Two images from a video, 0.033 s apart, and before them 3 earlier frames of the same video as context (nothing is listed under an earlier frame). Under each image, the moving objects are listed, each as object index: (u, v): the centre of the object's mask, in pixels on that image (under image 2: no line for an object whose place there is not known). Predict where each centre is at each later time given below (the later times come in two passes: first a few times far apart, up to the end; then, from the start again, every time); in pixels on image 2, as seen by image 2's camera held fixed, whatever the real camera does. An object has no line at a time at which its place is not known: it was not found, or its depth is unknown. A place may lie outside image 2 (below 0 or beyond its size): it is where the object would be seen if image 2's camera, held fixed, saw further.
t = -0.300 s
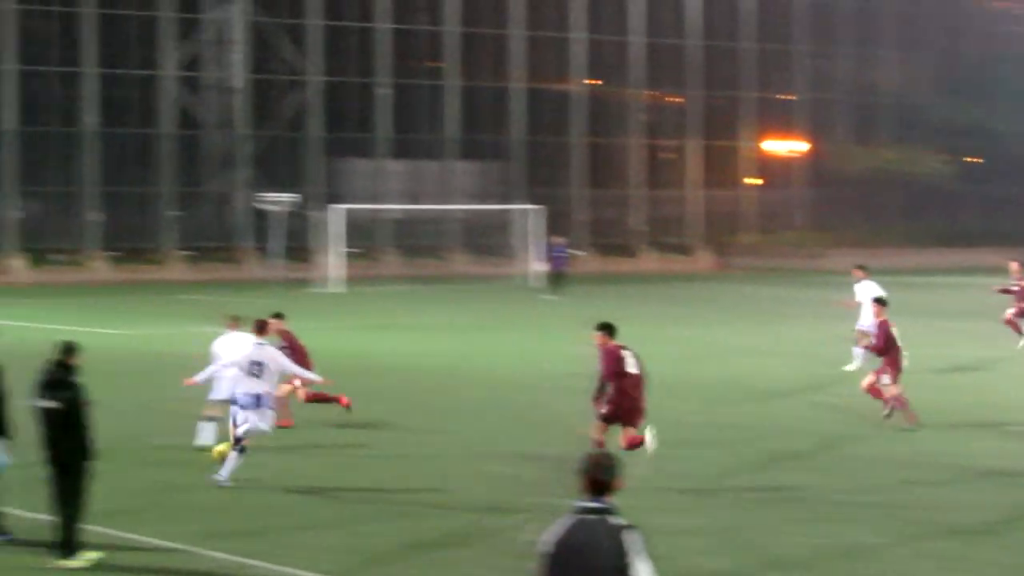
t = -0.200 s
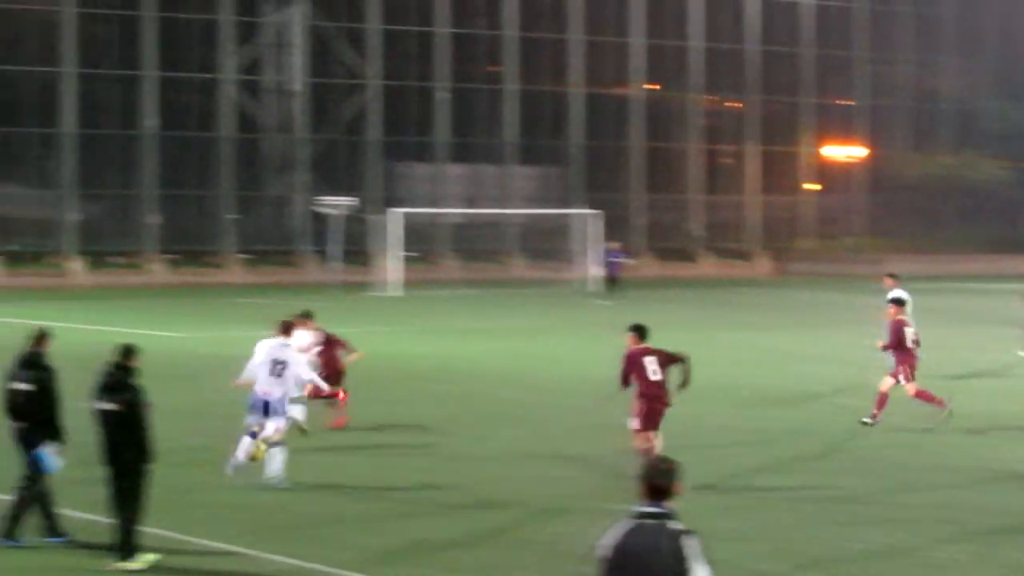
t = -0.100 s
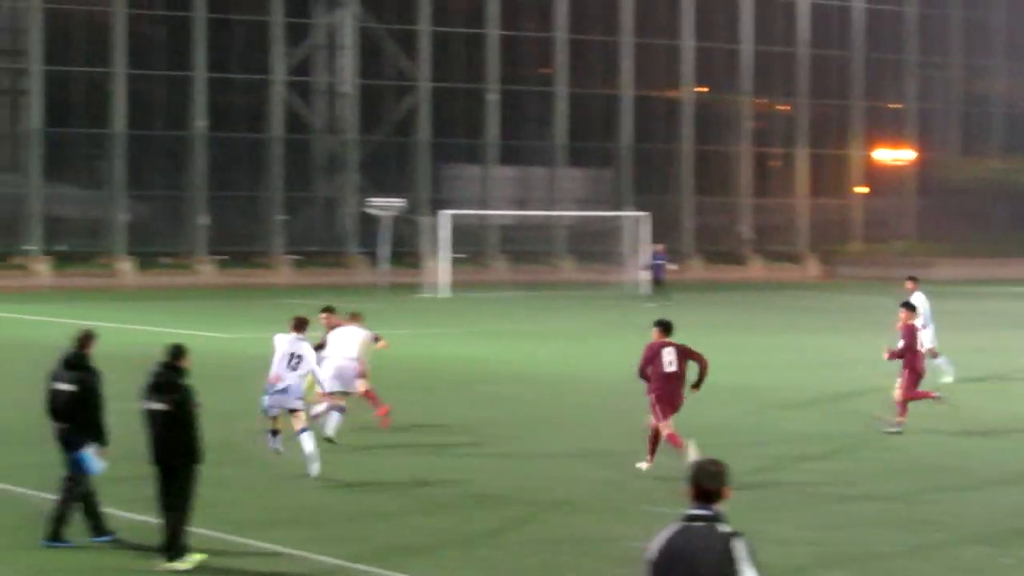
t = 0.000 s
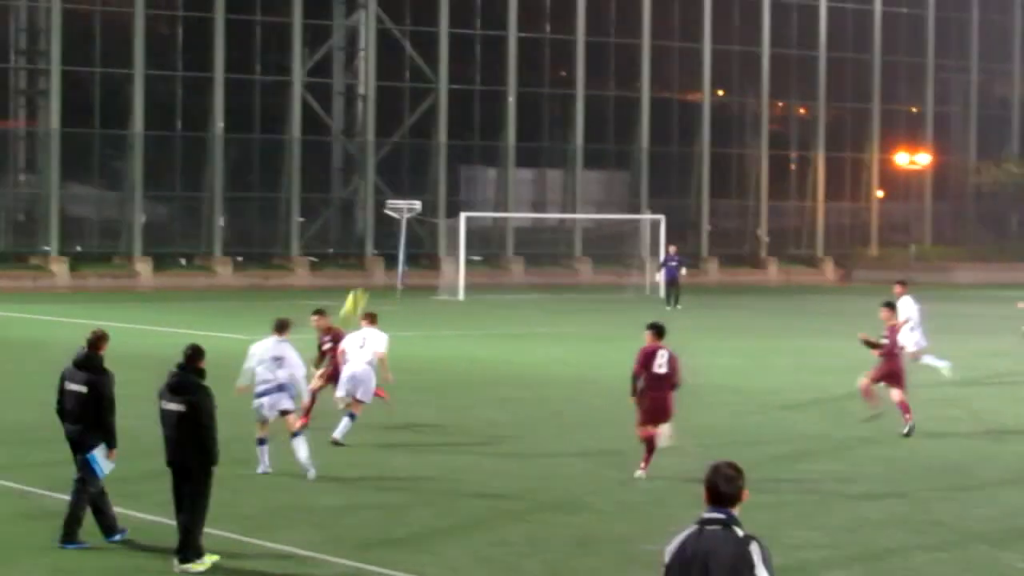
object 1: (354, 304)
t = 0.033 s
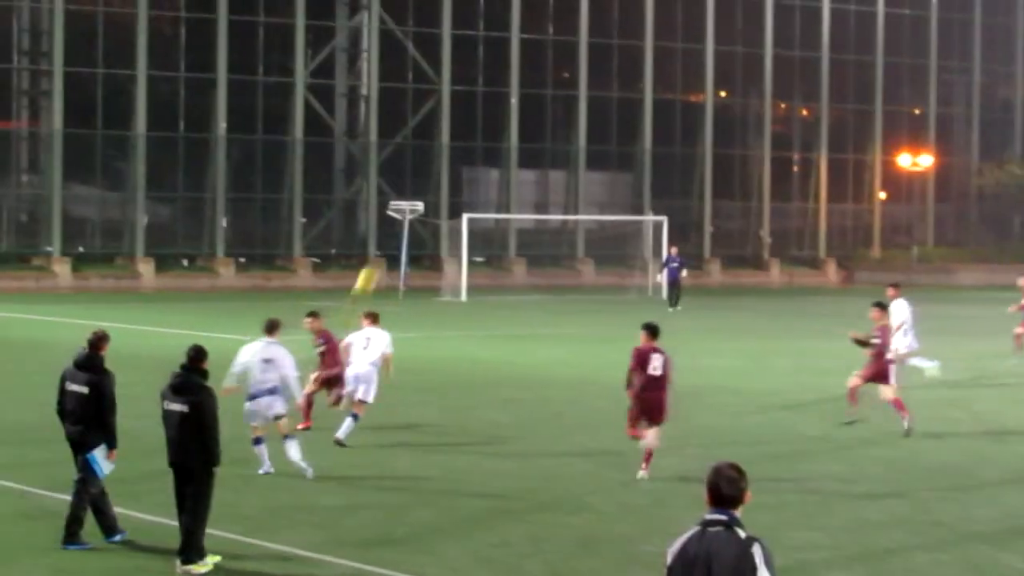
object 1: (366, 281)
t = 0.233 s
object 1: (420, 166)
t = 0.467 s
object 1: (480, 87)
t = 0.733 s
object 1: (542, 56)
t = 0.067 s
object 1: (375, 258)
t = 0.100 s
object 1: (385, 237)
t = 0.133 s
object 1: (391, 219)
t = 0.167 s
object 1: (404, 193)
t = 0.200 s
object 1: (411, 181)
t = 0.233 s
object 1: (420, 166)
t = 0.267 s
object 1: (428, 151)
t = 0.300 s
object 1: (437, 137)
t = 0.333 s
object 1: (446, 124)
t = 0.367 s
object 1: (455, 113)
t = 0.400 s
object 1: (463, 105)
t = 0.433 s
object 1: (472, 96)
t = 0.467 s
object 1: (480, 87)
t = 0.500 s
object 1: (488, 81)
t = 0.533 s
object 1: (496, 75)
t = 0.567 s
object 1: (506, 70)
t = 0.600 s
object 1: (512, 65)
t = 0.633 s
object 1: (519, 62)
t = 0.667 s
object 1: (527, 59)
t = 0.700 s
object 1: (535, 57)
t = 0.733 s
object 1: (542, 56)
